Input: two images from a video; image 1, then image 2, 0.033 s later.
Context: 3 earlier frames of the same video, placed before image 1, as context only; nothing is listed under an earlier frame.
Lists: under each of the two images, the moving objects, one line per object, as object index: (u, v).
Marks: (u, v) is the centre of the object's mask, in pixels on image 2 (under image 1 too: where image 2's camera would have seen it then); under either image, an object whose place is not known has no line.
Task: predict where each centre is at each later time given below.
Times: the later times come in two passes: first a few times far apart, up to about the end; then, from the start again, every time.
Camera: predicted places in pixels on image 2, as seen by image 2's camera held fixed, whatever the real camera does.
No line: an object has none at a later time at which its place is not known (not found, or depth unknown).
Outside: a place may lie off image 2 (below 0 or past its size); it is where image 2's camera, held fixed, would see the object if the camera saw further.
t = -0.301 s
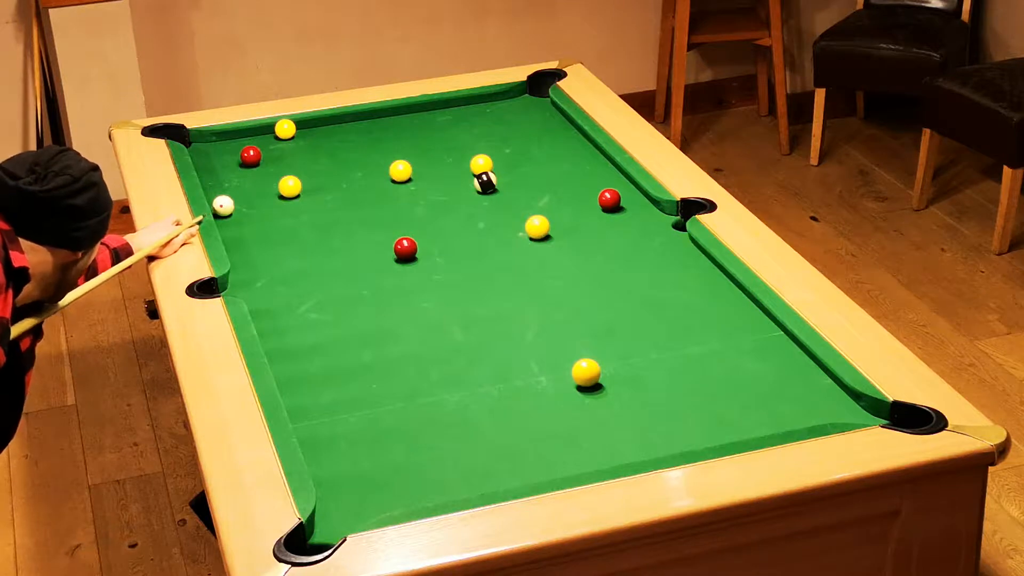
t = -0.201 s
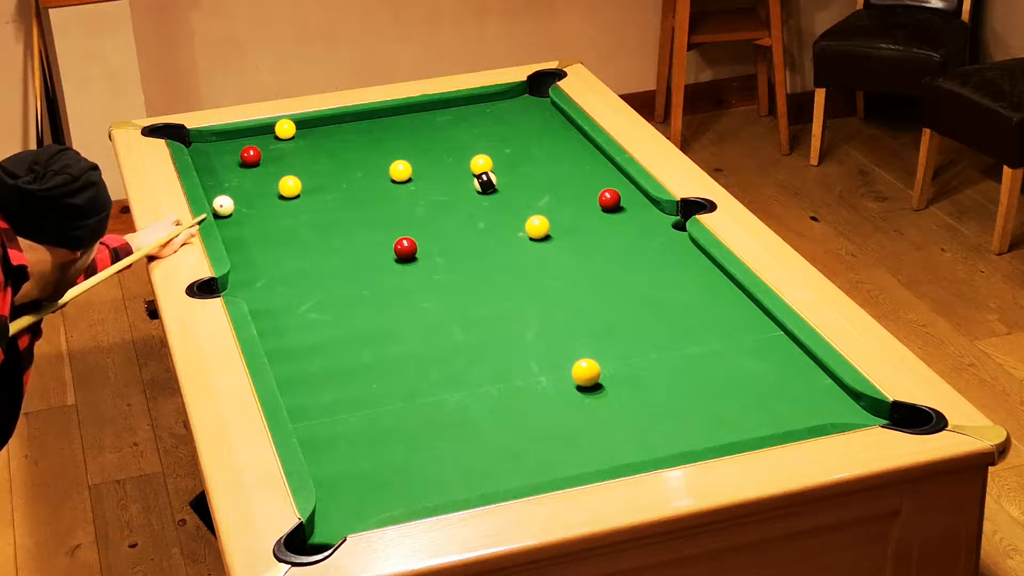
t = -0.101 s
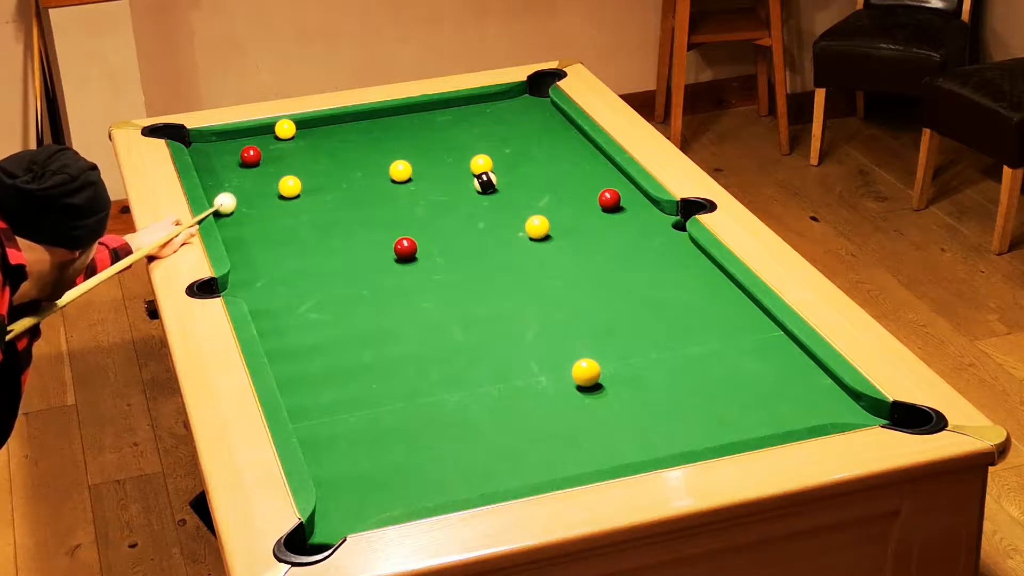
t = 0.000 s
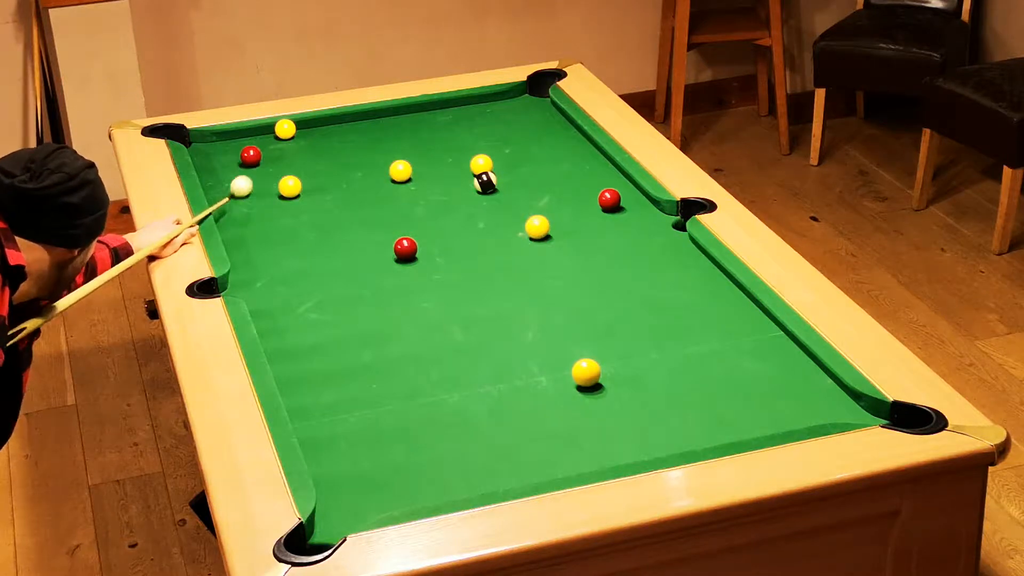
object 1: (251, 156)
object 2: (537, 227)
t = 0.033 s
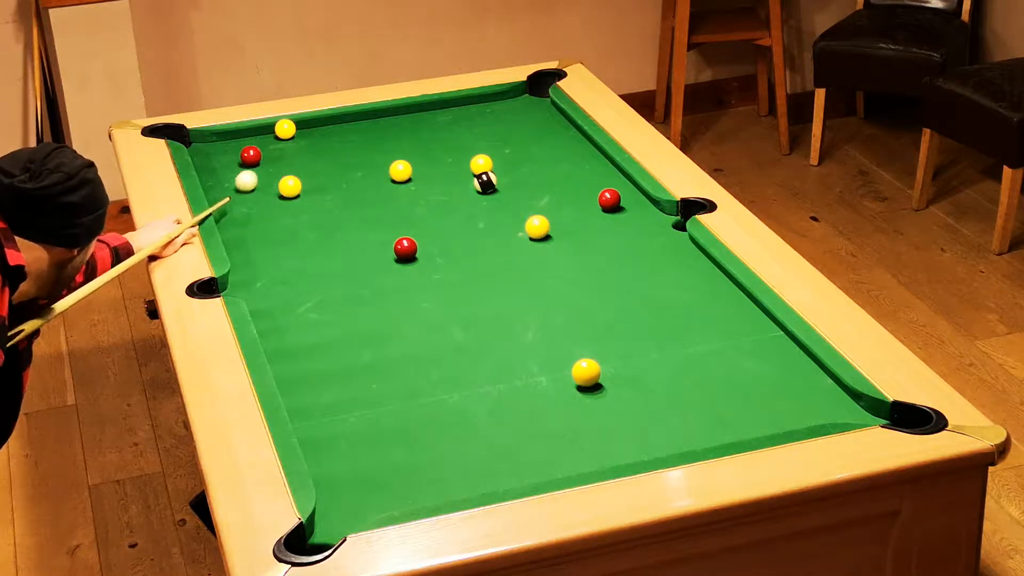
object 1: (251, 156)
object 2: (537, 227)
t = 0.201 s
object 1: (248, 155)
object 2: (537, 227)
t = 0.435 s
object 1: (236, 153)
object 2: (537, 227)
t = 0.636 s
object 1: (228, 151)
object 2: (537, 227)
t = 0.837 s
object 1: (220, 149)
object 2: (537, 227)
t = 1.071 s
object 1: (212, 147)
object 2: (537, 227)
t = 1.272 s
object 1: (206, 146)
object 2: (537, 227)
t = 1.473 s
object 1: (202, 145)
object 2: (537, 227)
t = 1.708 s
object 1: (199, 144)
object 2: (537, 227)
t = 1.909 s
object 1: (197, 144)
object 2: (537, 227)
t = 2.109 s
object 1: (197, 144)
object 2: (537, 227)
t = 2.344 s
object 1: (196, 144)
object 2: (537, 227)
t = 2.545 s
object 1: (196, 143)
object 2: (537, 227)
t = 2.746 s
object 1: (196, 144)
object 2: (537, 227)
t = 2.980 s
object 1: (196, 144)
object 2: (537, 227)
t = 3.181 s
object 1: (196, 144)
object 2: (537, 227)
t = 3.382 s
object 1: (196, 144)
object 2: (537, 228)
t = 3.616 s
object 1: (196, 144)
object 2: (539, 232)
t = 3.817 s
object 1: (196, 144)
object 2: (540, 235)
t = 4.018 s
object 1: (196, 144)
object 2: (542, 237)
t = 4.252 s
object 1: (196, 144)
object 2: (543, 239)
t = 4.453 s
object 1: (196, 144)
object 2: (544, 240)
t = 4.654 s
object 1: (196, 144)
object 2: (544, 240)
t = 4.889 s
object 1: (196, 144)
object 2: (544, 240)
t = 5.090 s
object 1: (196, 144)
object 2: (544, 241)
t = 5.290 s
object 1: (196, 144)
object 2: (544, 240)
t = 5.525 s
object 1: (196, 144)
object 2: (544, 241)
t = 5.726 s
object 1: (196, 144)
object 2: (544, 241)
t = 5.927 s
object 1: (196, 144)
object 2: (544, 241)
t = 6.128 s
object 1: (196, 144)
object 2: (544, 240)
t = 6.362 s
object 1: (196, 144)
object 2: (545, 240)
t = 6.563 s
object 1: (196, 144)
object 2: (545, 240)
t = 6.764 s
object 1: (196, 144)
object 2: (545, 240)
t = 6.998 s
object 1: (196, 144)
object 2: (545, 241)
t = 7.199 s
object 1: (196, 144)
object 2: (545, 240)
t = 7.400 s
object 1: (196, 144)
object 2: (545, 240)
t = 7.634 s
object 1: (196, 144)
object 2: (545, 240)
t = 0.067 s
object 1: (251, 155)
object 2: (537, 227)
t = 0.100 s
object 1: (250, 154)
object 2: (537, 227)
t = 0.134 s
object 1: (249, 154)
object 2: (537, 227)
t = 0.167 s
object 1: (249, 155)
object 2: (537, 227)
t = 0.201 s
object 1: (248, 155)
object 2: (537, 227)
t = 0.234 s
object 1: (247, 155)
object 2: (537, 227)
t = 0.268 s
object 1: (245, 155)
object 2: (537, 227)
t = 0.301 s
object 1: (243, 154)
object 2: (537, 227)
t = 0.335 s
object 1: (241, 154)
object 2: (537, 227)
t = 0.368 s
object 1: (240, 153)
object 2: (537, 227)
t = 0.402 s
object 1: (238, 153)
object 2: (537, 227)
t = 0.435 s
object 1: (236, 153)
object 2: (537, 227)
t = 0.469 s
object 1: (235, 152)
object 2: (537, 227)
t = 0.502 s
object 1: (233, 152)
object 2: (537, 227)
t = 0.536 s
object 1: (232, 152)
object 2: (537, 227)
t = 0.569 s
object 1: (230, 151)
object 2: (537, 227)
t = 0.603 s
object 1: (229, 151)
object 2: (537, 227)
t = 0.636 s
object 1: (228, 151)
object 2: (537, 227)
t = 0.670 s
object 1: (226, 150)
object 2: (537, 227)
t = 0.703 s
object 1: (225, 150)
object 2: (537, 227)
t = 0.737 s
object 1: (224, 150)
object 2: (537, 227)
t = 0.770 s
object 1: (222, 149)
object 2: (537, 227)
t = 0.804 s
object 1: (221, 149)
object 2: (537, 227)
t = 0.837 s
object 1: (220, 149)
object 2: (537, 227)
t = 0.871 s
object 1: (219, 149)
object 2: (537, 227)
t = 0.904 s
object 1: (217, 148)
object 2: (537, 227)
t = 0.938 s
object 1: (216, 148)
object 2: (537, 227)
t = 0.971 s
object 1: (215, 148)
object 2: (537, 227)
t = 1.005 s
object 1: (214, 148)
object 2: (537, 227)
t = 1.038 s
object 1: (213, 147)
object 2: (537, 227)
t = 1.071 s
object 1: (212, 147)
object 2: (537, 227)
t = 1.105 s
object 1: (211, 147)
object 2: (537, 227)
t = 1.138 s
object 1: (210, 147)
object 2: (537, 227)
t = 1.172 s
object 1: (209, 147)
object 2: (537, 227)
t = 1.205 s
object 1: (208, 147)
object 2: (537, 227)
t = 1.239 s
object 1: (207, 146)
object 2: (537, 227)
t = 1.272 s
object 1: (206, 146)
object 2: (537, 227)
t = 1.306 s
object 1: (206, 146)
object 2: (537, 227)
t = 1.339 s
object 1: (205, 146)
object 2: (537, 227)
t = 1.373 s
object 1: (204, 146)
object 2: (537, 227)
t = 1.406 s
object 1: (203, 146)
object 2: (537, 227)
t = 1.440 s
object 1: (202, 146)
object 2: (537, 227)
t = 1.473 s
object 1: (202, 145)
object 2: (537, 227)
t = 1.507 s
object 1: (201, 145)
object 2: (537, 227)
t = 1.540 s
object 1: (201, 145)
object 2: (537, 227)
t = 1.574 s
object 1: (200, 145)
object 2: (537, 227)
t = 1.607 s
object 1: (200, 145)
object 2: (537, 227)
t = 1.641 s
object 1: (199, 145)
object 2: (537, 227)
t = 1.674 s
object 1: (199, 145)
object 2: (537, 227)
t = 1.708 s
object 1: (199, 144)
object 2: (537, 227)
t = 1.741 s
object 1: (198, 144)
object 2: (537, 227)
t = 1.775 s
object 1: (198, 144)
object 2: (537, 227)
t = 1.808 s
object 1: (198, 144)
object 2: (537, 227)
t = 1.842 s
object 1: (197, 144)
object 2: (537, 227)
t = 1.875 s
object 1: (197, 144)
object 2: (537, 227)
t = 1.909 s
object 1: (197, 144)
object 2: (537, 227)
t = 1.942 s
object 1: (197, 144)
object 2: (537, 227)
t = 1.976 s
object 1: (197, 144)
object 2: (537, 227)
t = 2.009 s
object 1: (197, 144)
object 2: (537, 227)
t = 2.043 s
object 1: (197, 144)
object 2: (537, 227)
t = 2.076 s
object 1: (197, 144)
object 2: (537, 227)
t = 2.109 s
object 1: (197, 144)
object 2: (537, 227)
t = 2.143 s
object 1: (197, 144)
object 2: (537, 227)
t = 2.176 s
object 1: (196, 144)
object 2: (537, 227)
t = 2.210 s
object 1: (196, 144)
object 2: (537, 227)
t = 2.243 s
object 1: (196, 144)
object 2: (537, 227)
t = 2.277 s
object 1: (196, 144)
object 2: (537, 227)
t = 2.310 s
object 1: (196, 144)
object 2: (537, 227)
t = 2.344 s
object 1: (196, 144)
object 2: (537, 227)
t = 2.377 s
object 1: (196, 144)
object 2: (537, 227)
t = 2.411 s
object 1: (196, 144)
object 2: (537, 227)
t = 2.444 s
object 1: (196, 144)
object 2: (537, 227)
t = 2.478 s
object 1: (196, 144)
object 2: (537, 227)
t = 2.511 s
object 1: (196, 144)
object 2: (537, 227)
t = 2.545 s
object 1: (196, 143)
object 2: (537, 227)
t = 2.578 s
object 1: (196, 144)
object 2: (537, 227)
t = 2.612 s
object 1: (196, 144)
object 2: (537, 227)
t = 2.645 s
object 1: (196, 144)
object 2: (537, 227)
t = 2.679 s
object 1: (196, 144)
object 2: (537, 227)
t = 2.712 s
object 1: (196, 144)
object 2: (537, 227)
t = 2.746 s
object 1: (196, 144)
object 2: (537, 227)
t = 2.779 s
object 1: (196, 144)
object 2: (537, 227)
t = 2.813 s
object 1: (196, 144)
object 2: (537, 227)
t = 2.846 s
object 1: (196, 144)
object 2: (537, 227)
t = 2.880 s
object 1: (196, 144)
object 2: (537, 227)
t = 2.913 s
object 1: (196, 144)
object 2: (537, 227)
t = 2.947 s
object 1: (196, 144)
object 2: (537, 227)
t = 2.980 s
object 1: (196, 144)
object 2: (537, 227)
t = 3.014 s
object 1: (196, 144)
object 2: (537, 227)
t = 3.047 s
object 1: (196, 144)
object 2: (537, 227)
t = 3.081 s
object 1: (196, 144)
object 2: (537, 227)
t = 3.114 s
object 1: (196, 144)
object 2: (537, 227)
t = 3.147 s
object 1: (196, 144)
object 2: (537, 227)
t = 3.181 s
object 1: (196, 144)
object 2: (537, 227)
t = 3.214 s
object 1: (196, 144)
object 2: (537, 227)
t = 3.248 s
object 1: (196, 144)
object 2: (537, 227)
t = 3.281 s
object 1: (196, 144)
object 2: (537, 227)
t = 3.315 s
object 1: (196, 144)
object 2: (537, 227)
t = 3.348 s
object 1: (196, 144)
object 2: (537, 228)
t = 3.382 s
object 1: (196, 144)
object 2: (537, 228)
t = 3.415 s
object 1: (196, 144)
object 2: (537, 229)
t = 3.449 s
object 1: (196, 144)
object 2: (538, 230)
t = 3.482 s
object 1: (196, 144)
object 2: (538, 230)
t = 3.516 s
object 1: (196, 144)
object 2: (538, 230)
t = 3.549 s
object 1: (196, 144)
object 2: (538, 231)
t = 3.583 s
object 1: (196, 144)
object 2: (539, 232)
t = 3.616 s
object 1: (196, 144)
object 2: (539, 232)
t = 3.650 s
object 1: (196, 144)
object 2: (539, 233)
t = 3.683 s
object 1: (196, 144)
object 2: (539, 233)
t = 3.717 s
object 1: (196, 144)
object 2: (540, 233)
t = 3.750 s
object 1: (196, 144)
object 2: (540, 234)
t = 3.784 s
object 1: (196, 144)
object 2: (540, 234)
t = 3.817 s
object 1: (196, 144)
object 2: (540, 235)
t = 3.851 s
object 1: (196, 144)
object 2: (540, 235)
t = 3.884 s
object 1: (196, 144)
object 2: (541, 236)
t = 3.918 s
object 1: (196, 144)
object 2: (541, 236)
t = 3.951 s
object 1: (196, 144)
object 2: (541, 236)
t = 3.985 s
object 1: (196, 144)
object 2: (542, 237)
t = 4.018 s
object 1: (196, 144)
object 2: (542, 237)
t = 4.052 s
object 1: (196, 144)
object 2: (542, 237)
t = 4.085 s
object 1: (196, 144)
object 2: (542, 238)
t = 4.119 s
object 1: (196, 144)
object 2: (543, 238)
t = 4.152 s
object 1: (196, 144)
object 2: (543, 238)
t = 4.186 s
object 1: (196, 144)
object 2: (543, 239)
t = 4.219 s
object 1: (196, 144)
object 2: (543, 239)
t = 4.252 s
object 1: (196, 144)
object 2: (543, 239)
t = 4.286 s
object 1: (196, 144)
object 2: (543, 239)
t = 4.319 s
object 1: (196, 144)
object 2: (543, 239)
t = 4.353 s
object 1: (196, 144)
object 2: (544, 240)
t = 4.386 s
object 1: (196, 144)
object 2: (544, 240)
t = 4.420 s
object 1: (196, 144)
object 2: (544, 240)
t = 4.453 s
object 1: (196, 144)
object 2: (544, 240)
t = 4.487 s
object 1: (196, 144)
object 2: (544, 240)
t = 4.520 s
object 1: (196, 144)
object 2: (544, 240)
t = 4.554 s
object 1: (196, 144)
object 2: (544, 240)
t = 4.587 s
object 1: (196, 144)
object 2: (544, 240)
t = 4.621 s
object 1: (196, 144)
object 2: (544, 240)
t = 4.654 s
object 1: (196, 144)
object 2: (544, 240)
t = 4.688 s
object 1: (196, 144)
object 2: (544, 240)
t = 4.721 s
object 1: (196, 144)
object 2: (544, 241)
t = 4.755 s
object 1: (196, 144)
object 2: (544, 241)
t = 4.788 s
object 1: (196, 144)
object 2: (544, 240)
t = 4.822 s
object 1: (196, 144)
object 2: (544, 241)
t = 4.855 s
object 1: (196, 144)
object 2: (544, 240)
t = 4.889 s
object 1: (196, 144)
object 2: (544, 240)
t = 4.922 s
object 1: (196, 144)
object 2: (544, 240)
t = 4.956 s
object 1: (196, 144)
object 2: (544, 240)
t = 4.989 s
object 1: (196, 144)
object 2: (544, 241)
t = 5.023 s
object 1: (196, 144)
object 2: (544, 240)
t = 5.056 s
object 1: (196, 144)
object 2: (544, 241)
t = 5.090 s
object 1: (196, 144)
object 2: (544, 241)
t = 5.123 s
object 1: (196, 144)
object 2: (544, 241)
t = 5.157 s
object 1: (196, 144)
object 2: (544, 240)
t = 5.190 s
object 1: (196, 144)
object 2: (544, 240)
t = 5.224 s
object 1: (196, 144)
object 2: (544, 240)
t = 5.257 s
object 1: (196, 144)
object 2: (544, 240)
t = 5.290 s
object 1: (196, 144)
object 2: (544, 240)
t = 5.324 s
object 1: (196, 144)
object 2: (544, 241)
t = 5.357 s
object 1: (196, 144)
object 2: (544, 241)
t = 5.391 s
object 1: (196, 144)
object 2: (544, 241)
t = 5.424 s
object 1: (196, 144)
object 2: (544, 241)
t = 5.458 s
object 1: (196, 144)
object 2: (544, 241)
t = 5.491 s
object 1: (196, 144)
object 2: (544, 241)
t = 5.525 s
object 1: (196, 144)
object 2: (544, 241)
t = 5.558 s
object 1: (196, 144)
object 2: (544, 241)
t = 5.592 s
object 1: (196, 144)
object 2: (544, 241)
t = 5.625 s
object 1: (196, 144)
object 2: (544, 241)
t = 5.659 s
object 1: (196, 144)
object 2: (544, 241)
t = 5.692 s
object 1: (196, 144)
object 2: (544, 241)
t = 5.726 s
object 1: (196, 144)
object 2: (544, 241)
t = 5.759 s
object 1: (196, 144)
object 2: (544, 241)
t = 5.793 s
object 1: (196, 144)
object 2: (544, 241)
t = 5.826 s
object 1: (196, 144)
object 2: (544, 241)
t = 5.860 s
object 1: (196, 144)
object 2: (544, 241)
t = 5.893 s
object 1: (196, 144)
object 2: (545, 241)
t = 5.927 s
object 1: (196, 144)
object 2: (544, 241)
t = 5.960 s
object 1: (196, 144)
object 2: (544, 241)
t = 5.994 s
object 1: (196, 144)
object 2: (544, 241)
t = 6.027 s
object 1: (196, 144)
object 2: (544, 241)
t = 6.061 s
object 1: (196, 144)
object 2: (544, 241)
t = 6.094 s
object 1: (196, 144)
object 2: (544, 241)
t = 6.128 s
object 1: (196, 144)
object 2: (544, 240)
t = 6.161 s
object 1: (196, 144)
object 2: (544, 240)
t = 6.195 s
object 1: (196, 144)
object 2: (544, 240)
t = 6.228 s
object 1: (196, 144)
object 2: (544, 240)
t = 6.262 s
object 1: (196, 144)
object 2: (544, 240)
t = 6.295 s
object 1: (196, 144)
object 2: (544, 241)
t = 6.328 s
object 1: (196, 144)
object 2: (544, 240)
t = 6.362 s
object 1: (196, 144)
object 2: (545, 240)
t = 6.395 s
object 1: (196, 144)
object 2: (544, 241)
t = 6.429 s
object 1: (196, 144)
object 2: (545, 240)
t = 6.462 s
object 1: (196, 144)
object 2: (545, 241)
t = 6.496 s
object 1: (196, 144)
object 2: (545, 240)
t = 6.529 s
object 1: (196, 144)
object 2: (545, 240)
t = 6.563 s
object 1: (196, 144)
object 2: (545, 240)
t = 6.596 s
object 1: (196, 144)
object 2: (545, 240)
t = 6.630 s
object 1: (196, 144)
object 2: (545, 240)
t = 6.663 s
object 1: (196, 144)
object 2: (545, 240)
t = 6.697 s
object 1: (196, 144)
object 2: (545, 241)
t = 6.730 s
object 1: (196, 144)
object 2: (545, 241)
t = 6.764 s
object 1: (196, 144)
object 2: (545, 240)
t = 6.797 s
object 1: (196, 144)
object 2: (545, 240)
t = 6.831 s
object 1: (196, 144)
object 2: (545, 240)
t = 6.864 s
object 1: (196, 144)
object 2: (545, 240)
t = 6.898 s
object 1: (196, 144)
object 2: (545, 240)
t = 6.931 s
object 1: (196, 144)
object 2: (545, 241)
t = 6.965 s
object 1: (196, 144)
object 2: (545, 241)
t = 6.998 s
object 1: (196, 144)
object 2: (545, 241)
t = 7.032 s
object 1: (196, 144)
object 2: (545, 240)
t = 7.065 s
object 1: (196, 144)
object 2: (545, 240)
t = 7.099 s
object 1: (196, 144)
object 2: (545, 240)
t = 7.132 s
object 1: (196, 144)
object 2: (545, 240)
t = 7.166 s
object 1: (196, 144)
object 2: (545, 240)
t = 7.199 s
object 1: (196, 144)
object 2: (545, 240)
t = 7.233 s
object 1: (196, 144)
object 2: (545, 240)
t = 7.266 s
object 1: (196, 144)
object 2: (545, 240)
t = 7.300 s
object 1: (196, 144)
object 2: (545, 240)
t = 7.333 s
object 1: (196, 144)
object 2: (545, 240)
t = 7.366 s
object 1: (196, 144)
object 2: (545, 240)
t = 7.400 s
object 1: (196, 144)
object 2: (545, 240)
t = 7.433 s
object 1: (196, 144)
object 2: (545, 240)
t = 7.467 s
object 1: (196, 144)
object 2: (545, 240)
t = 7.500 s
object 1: (196, 144)
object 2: (545, 240)
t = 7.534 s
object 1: (196, 144)
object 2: (545, 240)
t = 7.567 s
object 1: (196, 144)
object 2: (545, 240)
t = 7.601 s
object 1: (196, 144)
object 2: (545, 240)
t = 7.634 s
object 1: (196, 144)
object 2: (545, 240)
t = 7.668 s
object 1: (196, 144)
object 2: (545, 240)
